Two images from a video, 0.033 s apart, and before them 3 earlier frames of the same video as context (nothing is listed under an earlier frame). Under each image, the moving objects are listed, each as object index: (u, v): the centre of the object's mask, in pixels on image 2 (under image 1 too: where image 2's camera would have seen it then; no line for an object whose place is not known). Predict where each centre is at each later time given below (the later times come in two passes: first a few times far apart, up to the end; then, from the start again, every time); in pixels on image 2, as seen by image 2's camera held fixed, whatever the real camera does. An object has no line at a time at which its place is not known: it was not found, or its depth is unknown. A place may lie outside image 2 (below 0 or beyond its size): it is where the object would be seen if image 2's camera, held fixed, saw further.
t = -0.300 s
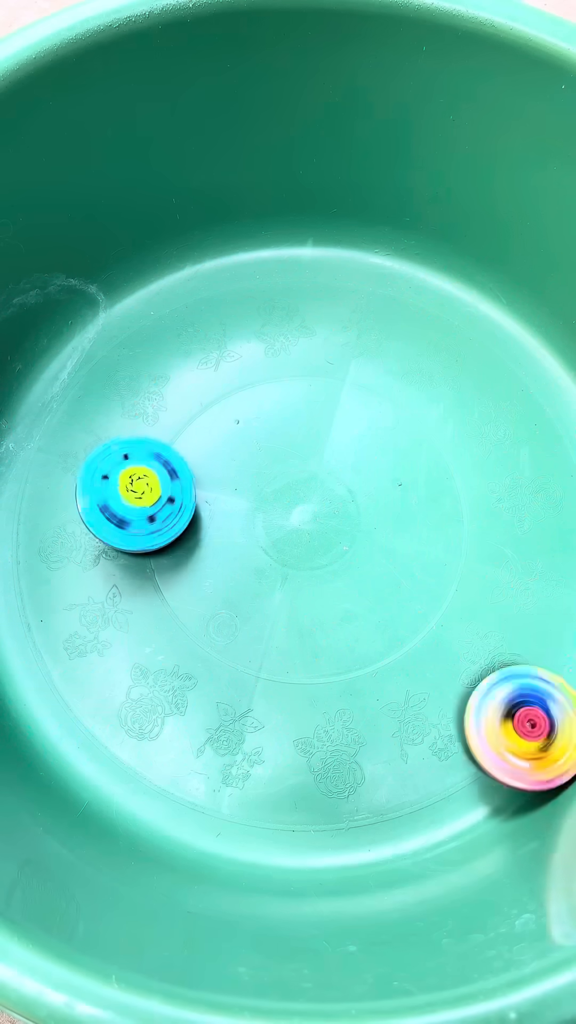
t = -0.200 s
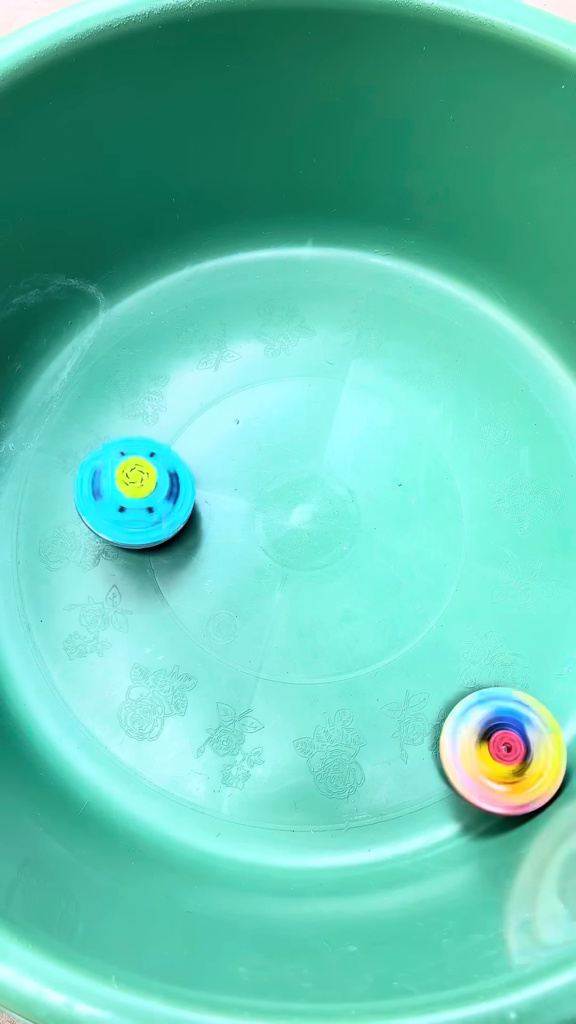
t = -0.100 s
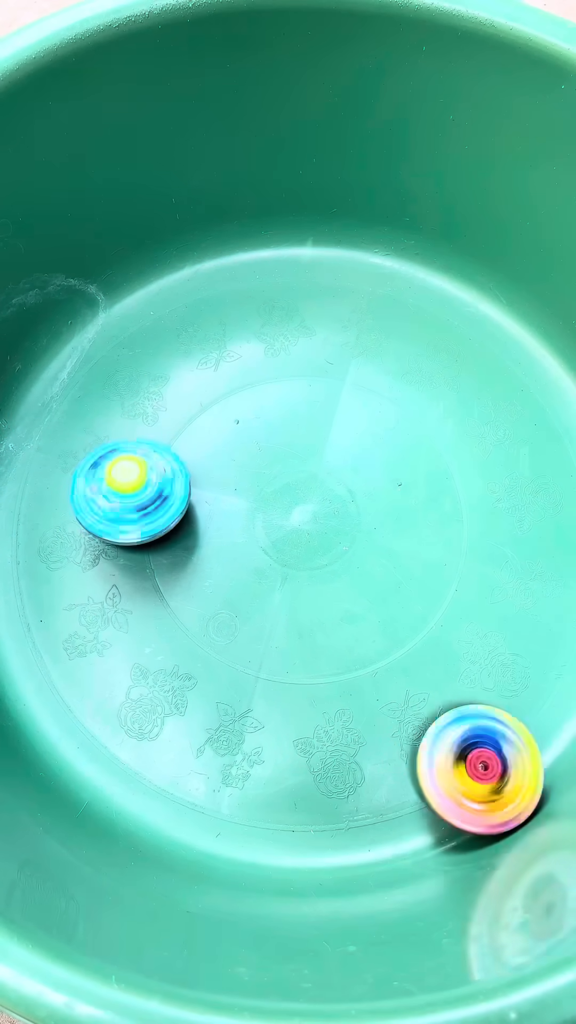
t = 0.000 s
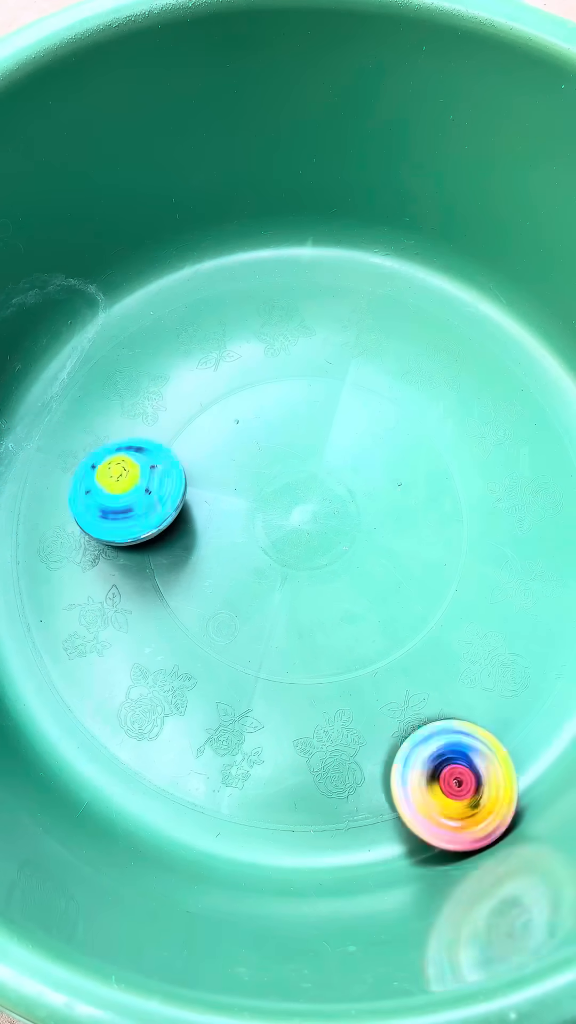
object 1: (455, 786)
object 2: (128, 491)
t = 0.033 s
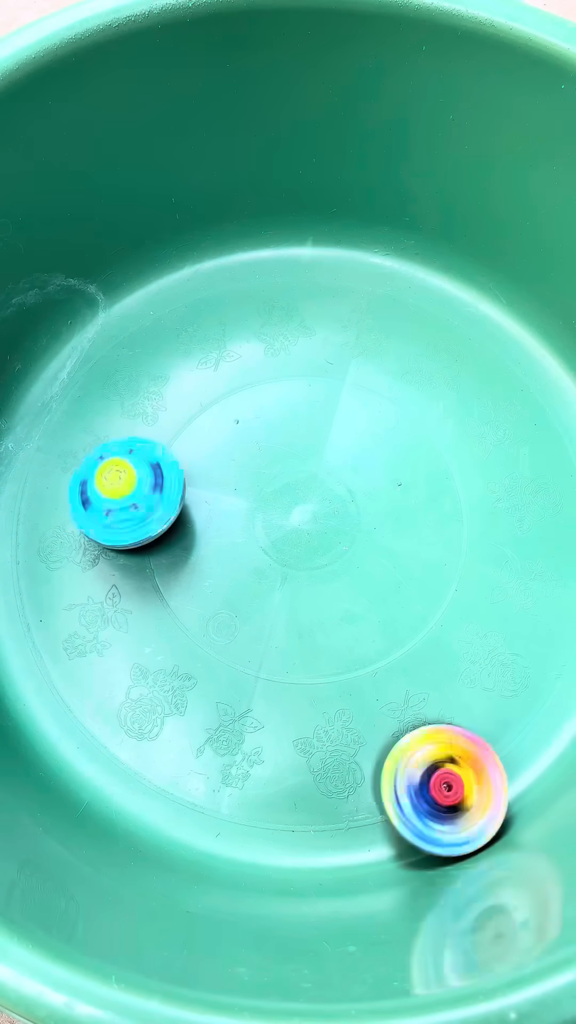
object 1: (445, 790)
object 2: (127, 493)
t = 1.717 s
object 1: (28, 592)
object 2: (97, 503)
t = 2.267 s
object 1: (42, 547)
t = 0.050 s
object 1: (439, 792)
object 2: (127, 493)
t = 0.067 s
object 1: (434, 794)
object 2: (127, 493)
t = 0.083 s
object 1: (429, 796)
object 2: (126, 493)
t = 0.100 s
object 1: (423, 798)
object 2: (125, 495)
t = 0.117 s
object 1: (418, 800)
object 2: (124, 496)
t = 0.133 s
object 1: (412, 801)
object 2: (124, 498)
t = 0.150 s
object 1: (407, 803)
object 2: (124, 499)
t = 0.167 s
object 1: (402, 804)
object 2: (125, 499)
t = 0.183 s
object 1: (396, 805)
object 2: (126, 499)
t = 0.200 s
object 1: (390, 807)
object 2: (126, 498)
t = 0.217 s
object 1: (384, 807)
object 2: (126, 497)
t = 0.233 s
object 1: (379, 808)
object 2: (125, 496)
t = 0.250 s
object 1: (373, 809)
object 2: (124, 496)
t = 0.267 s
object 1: (367, 810)
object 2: (124, 497)
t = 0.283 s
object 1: (360, 811)
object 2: (123, 497)
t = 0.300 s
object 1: (354, 812)
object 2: (123, 497)
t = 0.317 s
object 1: (348, 812)
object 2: (122, 498)
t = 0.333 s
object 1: (342, 813)
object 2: (121, 499)
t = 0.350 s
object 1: (336, 813)
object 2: (121, 499)
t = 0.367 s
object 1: (329, 813)
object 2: (121, 500)
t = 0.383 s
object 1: (323, 813)
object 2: (122, 500)
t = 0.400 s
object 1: (317, 813)
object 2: (122, 499)
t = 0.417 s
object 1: (311, 813)
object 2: (122, 498)
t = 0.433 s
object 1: (305, 813)
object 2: (121, 497)
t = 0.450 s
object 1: (299, 812)
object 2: (119, 497)
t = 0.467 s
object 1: (292, 812)
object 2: (118, 498)
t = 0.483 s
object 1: (286, 811)
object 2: (117, 499)
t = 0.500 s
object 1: (279, 811)
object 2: (117, 500)
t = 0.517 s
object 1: (273, 810)
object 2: (117, 500)
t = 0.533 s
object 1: (267, 809)
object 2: (118, 500)
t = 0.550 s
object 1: (261, 808)
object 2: (118, 500)
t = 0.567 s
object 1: (255, 807)
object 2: (118, 499)
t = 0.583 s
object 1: (249, 805)
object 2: (117, 499)
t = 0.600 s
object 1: (242, 804)
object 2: (117, 499)
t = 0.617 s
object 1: (237, 803)
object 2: (116, 499)
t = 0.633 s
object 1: (230, 801)
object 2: (116, 499)
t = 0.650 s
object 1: (225, 799)
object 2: (115, 499)
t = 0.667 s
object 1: (220, 796)
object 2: (114, 499)
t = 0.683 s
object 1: (215, 795)
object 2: (113, 500)
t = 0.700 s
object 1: (210, 794)
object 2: (113, 501)
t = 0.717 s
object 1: (205, 792)
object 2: (113, 502)
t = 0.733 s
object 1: (200, 792)
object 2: (114, 502)
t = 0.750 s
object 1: (194, 790)
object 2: (115, 502)
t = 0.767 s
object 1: (189, 788)
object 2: (115, 501)
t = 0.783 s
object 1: (183, 787)
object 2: (115, 500)
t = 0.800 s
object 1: (177, 786)
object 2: (114, 500)
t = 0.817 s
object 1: (170, 785)
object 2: (112, 500)
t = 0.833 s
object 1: (164, 783)
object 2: (111, 501)
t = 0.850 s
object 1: (158, 782)
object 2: (110, 501)
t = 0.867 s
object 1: (153, 780)
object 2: (110, 502)
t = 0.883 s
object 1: (148, 777)
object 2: (109, 503)
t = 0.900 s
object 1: (144, 775)
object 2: (109, 503)
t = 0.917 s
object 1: (139, 772)
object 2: (109, 504)
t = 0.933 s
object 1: (134, 769)
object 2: (109, 504)
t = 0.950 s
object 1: (130, 766)
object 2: (110, 505)
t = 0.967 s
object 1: (125, 764)
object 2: (111, 505)
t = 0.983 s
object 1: (122, 762)
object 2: (111, 505)
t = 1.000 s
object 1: (121, 759)
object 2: (111, 504)
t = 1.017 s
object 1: (120, 757)
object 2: (110, 504)
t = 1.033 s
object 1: (116, 754)
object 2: (109, 504)
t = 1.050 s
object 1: (112, 750)
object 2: (108, 504)
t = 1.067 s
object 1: (107, 747)
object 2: (108, 505)
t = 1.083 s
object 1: (104, 744)
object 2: (108, 506)
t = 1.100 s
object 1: (99, 740)
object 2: (108, 506)
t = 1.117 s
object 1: (95, 736)
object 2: (109, 506)
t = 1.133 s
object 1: (91, 732)
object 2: (108, 506)
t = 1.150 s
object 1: (87, 728)
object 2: (108, 505)
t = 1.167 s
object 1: (83, 725)
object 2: (107, 505)
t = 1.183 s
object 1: (79, 721)
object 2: (107, 506)
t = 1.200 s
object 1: (75, 716)
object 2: (106, 506)
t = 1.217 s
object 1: (71, 712)
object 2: (106, 506)
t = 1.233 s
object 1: (68, 708)
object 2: (106, 506)
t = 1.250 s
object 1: (64, 703)
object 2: (106, 506)
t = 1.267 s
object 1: (60, 699)
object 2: (105, 506)
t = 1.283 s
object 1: (57, 694)
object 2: (105, 507)
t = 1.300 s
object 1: (54, 690)
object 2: (105, 507)
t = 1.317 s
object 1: (53, 687)
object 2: (105, 508)
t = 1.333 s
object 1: (53, 685)
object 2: (105, 508)
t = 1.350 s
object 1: (52, 682)
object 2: (105, 507)
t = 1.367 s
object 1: (50, 677)
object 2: (105, 507)
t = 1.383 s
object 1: (48, 673)
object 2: (104, 506)
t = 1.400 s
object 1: (46, 668)
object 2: (103, 507)
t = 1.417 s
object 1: (44, 663)
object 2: (102, 507)
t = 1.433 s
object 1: (43, 658)
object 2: (102, 508)
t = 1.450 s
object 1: (41, 652)
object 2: (102, 508)
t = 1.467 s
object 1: (39, 648)
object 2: (102, 508)
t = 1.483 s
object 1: (38, 645)
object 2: (101, 508)
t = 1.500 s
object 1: (38, 643)
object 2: (101, 508)
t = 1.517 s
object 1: (38, 639)
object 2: (100, 508)
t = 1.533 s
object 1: (38, 637)
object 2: (99, 508)
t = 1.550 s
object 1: (38, 635)
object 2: (99, 508)
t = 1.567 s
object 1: (37, 630)
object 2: (99, 508)
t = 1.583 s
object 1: (36, 625)
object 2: (99, 508)
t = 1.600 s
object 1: (35, 620)
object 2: (99, 509)
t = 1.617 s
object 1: (33, 614)
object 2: (98, 509)
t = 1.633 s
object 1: (32, 609)
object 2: (97, 509)
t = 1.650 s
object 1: (31, 604)
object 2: (96, 510)
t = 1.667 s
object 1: (29, 602)
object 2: (98, 509)
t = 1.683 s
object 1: (29, 599)
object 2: (99, 507)
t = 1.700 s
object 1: (29, 596)
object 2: (98, 505)
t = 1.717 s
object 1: (28, 592)
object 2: (97, 503)
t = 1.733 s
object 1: (27, 589)
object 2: (96, 502)
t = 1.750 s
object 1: (27, 589)
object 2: (97, 498)
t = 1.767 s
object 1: (27, 589)
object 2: (97, 496)
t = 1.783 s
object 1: (27, 586)
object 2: (97, 495)
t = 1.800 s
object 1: (26, 583)
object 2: (96, 493)
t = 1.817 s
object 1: (26, 579)
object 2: (95, 492)
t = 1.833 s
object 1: (23, 580)
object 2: (96, 489)
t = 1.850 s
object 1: (25, 585)
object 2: (99, 484)
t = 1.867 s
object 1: (29, 590)
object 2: (101, 478)
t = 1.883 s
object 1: (33, 596)
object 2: (103, 471)
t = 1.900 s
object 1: (36, 597)
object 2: (105, 465)
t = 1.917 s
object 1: (39, 600)
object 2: (105, 460)
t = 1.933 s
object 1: (39, 600)
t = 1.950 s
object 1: (40, 600)
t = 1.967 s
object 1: (40, 598)
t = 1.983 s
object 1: (40, 596)
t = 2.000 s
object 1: (40, 592)
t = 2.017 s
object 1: (39, 588)
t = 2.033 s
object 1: (40, 583)
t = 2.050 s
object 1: (40, 579)
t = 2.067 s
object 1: (42, 575)
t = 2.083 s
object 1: (43, 571)
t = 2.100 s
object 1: (44, 567)
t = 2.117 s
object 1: (46, 564)
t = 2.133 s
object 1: (47, 560)
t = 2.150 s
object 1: (48, 558)
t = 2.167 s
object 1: (50, 555)
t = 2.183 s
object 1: (51, 555)
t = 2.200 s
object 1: (50, 555)
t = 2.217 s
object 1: (48, 554)
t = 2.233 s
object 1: (46, 553)
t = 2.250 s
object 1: (44, 550)
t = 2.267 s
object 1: (42, 547)
